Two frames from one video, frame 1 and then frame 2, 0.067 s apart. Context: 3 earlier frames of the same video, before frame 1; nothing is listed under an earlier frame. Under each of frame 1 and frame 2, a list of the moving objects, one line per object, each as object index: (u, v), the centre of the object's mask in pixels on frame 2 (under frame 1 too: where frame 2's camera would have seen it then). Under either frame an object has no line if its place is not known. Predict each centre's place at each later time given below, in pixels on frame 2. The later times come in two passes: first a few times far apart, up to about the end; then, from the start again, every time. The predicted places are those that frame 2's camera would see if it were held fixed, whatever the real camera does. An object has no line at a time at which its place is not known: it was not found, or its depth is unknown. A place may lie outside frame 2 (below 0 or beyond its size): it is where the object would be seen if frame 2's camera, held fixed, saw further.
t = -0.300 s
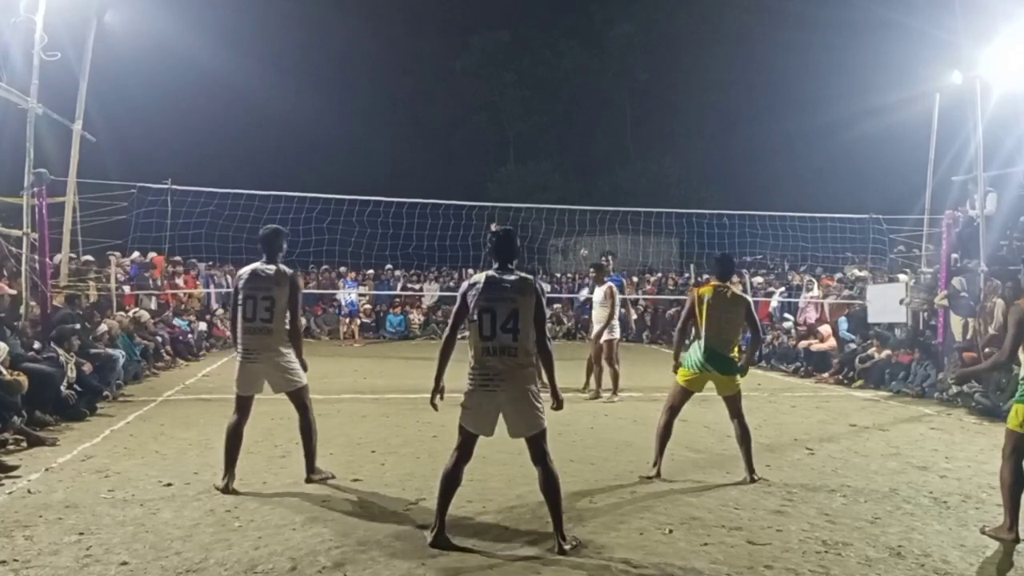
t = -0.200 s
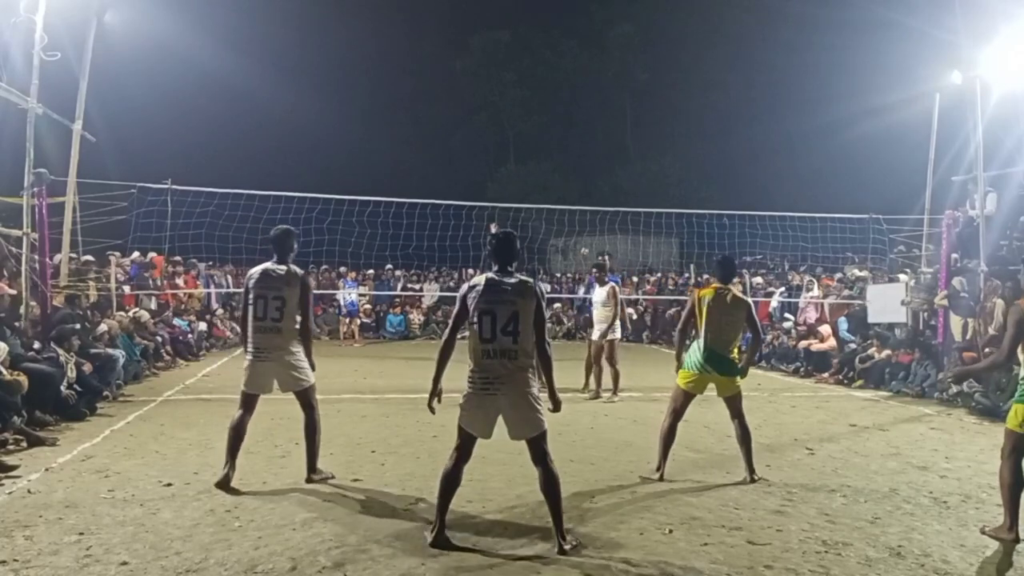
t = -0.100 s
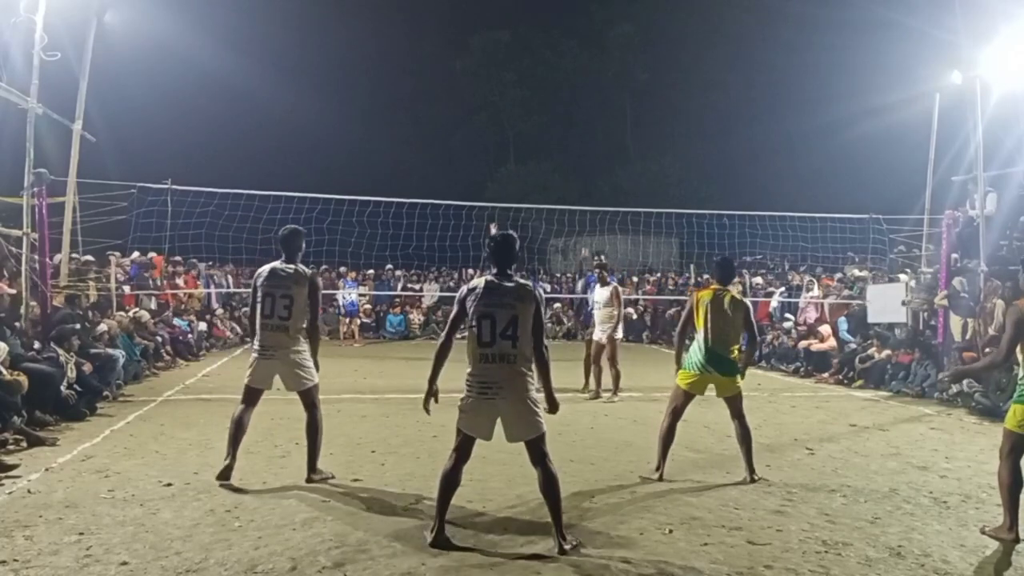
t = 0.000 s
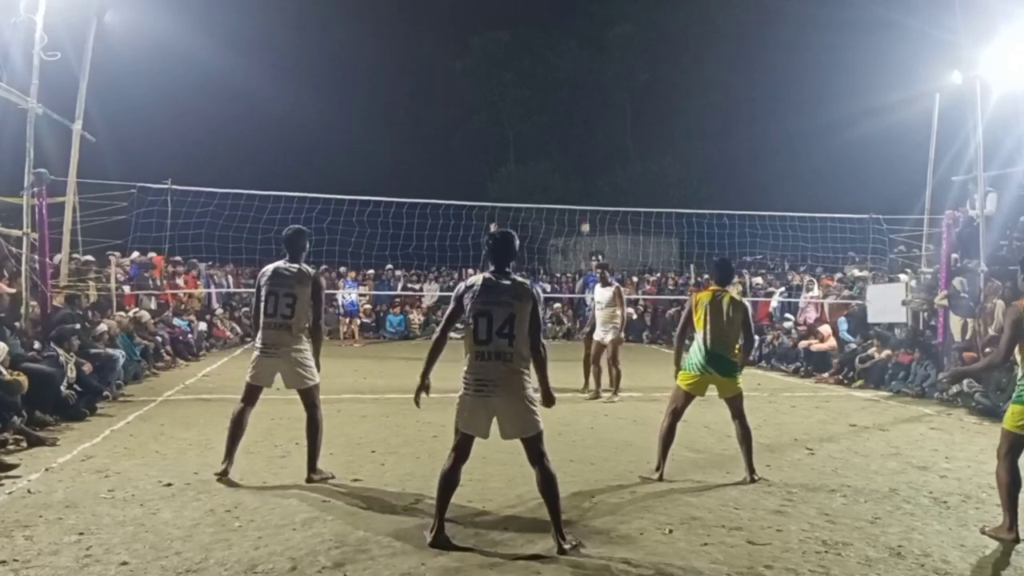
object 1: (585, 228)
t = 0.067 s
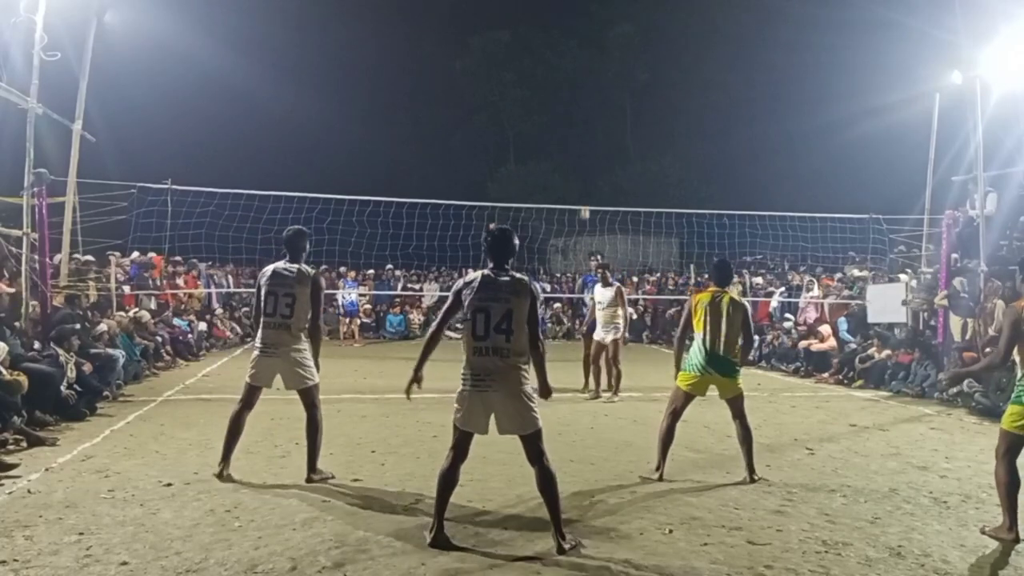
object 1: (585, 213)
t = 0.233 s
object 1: (582, 180)
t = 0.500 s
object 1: (572, 153)
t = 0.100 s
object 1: (584, 204)
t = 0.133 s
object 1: (583, 198)
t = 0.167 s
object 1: (583, 192)
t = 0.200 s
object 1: (582, 186)
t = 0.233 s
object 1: (582, 180)
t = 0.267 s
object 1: (581, 175)
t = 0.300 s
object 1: (580, 170)
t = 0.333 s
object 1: (579, 165)
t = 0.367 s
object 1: (578, 162)
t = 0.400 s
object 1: (577, 159)
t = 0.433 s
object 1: (575, 156)
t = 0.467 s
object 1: (574, 154)
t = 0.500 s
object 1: (572, 153)
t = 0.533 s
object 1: (570, 153)
